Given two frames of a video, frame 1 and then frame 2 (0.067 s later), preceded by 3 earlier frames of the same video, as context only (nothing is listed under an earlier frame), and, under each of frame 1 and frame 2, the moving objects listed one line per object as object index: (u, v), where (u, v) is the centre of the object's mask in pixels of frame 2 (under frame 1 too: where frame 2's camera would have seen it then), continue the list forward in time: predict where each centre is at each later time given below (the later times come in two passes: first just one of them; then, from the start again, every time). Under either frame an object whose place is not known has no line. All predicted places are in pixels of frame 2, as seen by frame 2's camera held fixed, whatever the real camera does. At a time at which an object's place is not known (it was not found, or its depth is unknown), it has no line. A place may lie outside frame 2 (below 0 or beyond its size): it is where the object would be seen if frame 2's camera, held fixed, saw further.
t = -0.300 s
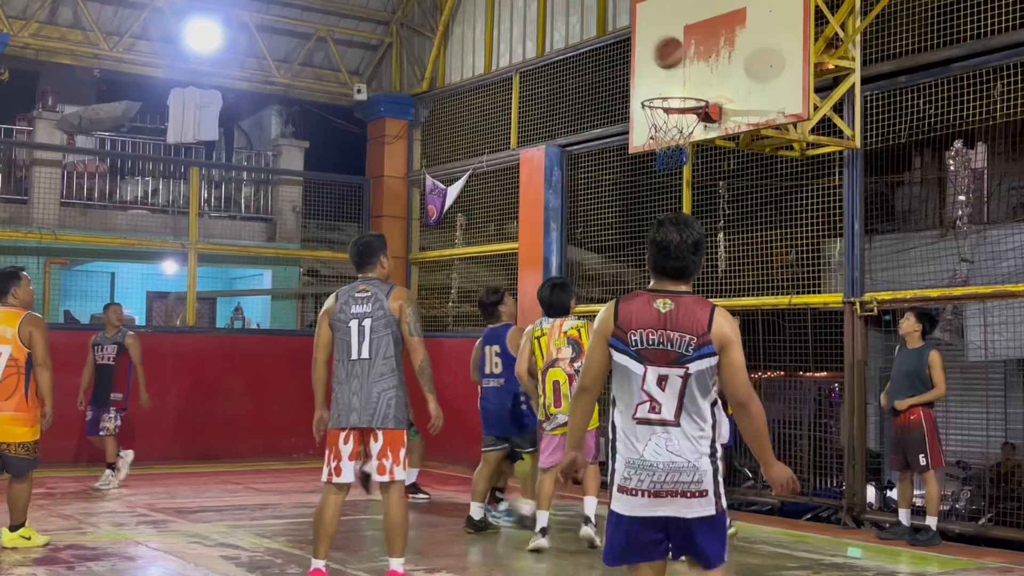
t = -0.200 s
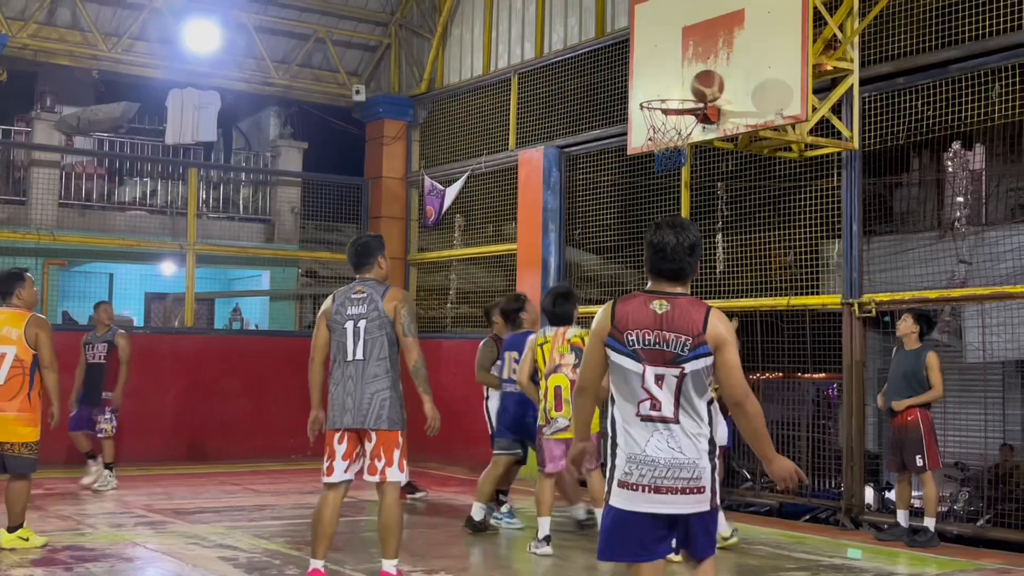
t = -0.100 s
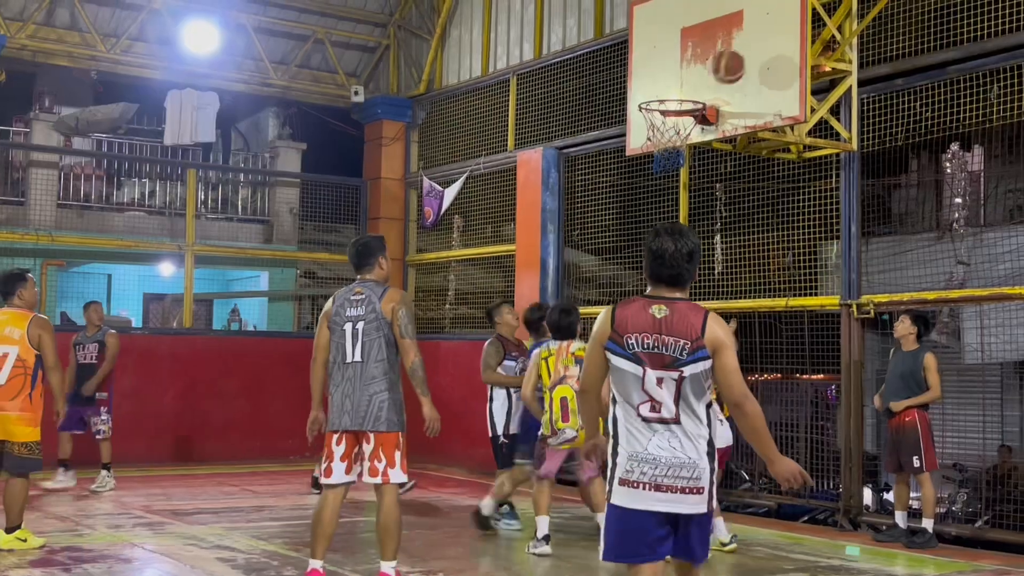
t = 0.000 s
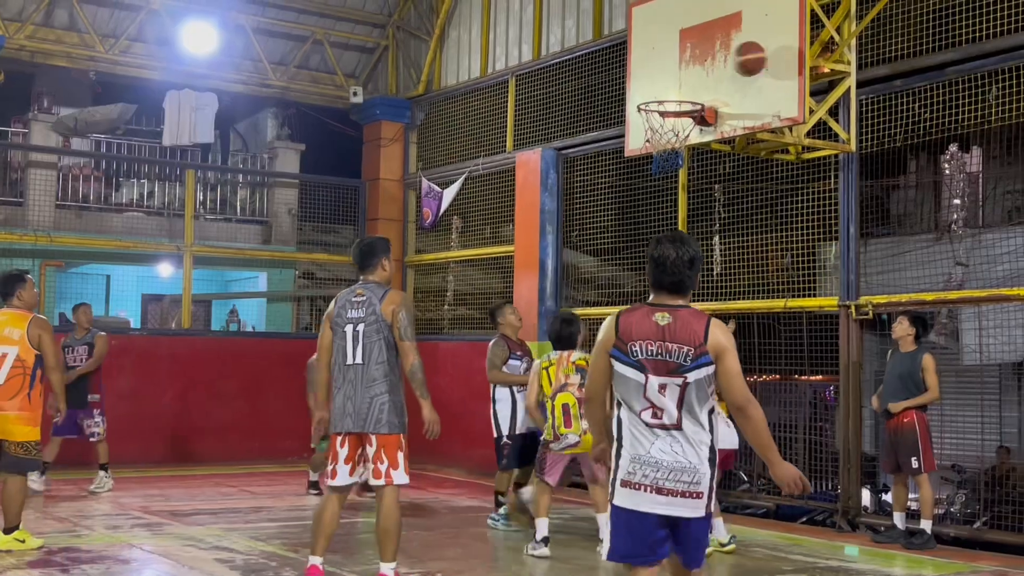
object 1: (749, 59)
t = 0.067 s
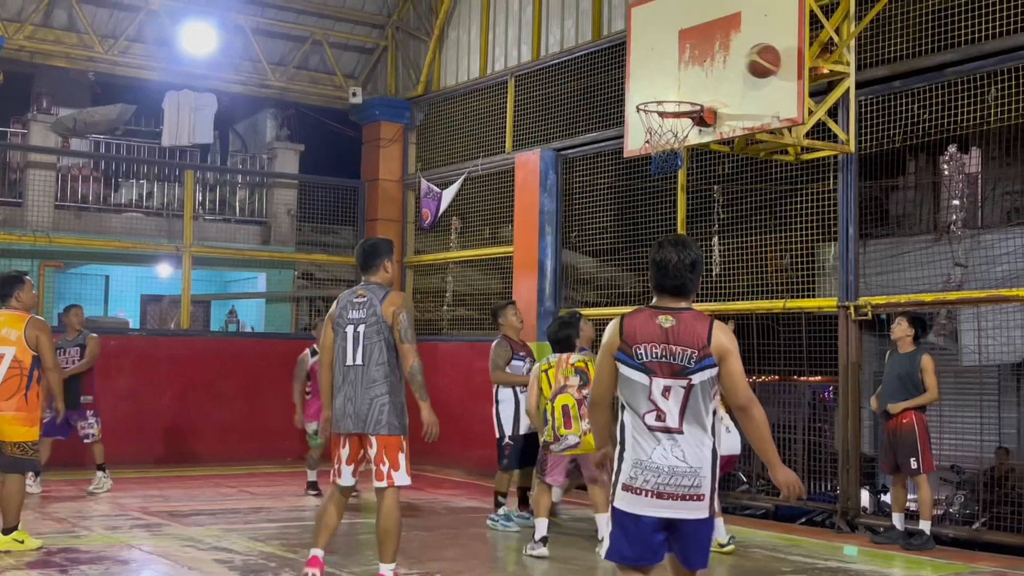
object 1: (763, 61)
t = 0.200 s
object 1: (771, 69)
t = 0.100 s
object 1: (765, 60)
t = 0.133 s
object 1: (767, 62)
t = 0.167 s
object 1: (769, 64)
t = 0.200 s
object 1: (771, 69)
